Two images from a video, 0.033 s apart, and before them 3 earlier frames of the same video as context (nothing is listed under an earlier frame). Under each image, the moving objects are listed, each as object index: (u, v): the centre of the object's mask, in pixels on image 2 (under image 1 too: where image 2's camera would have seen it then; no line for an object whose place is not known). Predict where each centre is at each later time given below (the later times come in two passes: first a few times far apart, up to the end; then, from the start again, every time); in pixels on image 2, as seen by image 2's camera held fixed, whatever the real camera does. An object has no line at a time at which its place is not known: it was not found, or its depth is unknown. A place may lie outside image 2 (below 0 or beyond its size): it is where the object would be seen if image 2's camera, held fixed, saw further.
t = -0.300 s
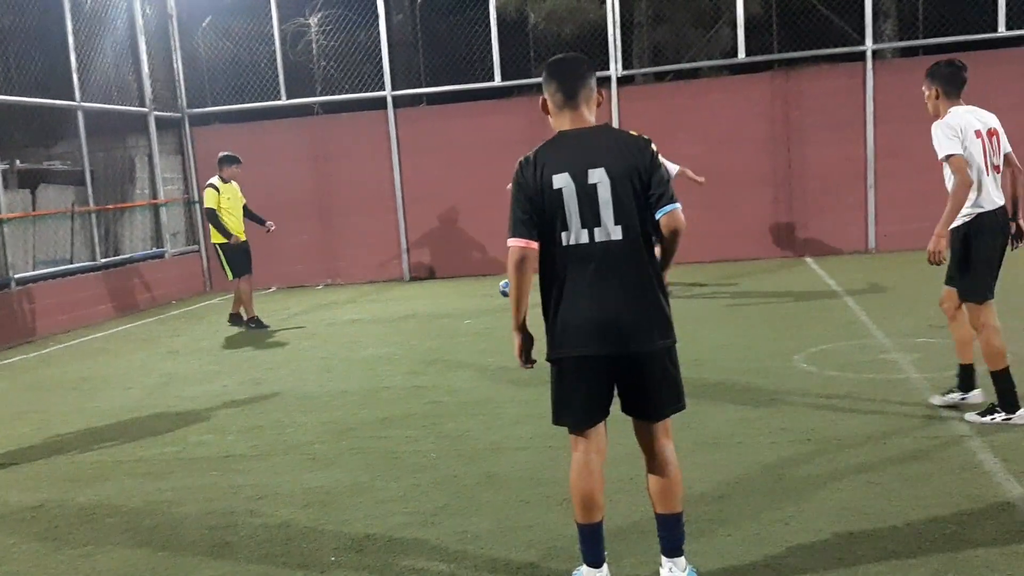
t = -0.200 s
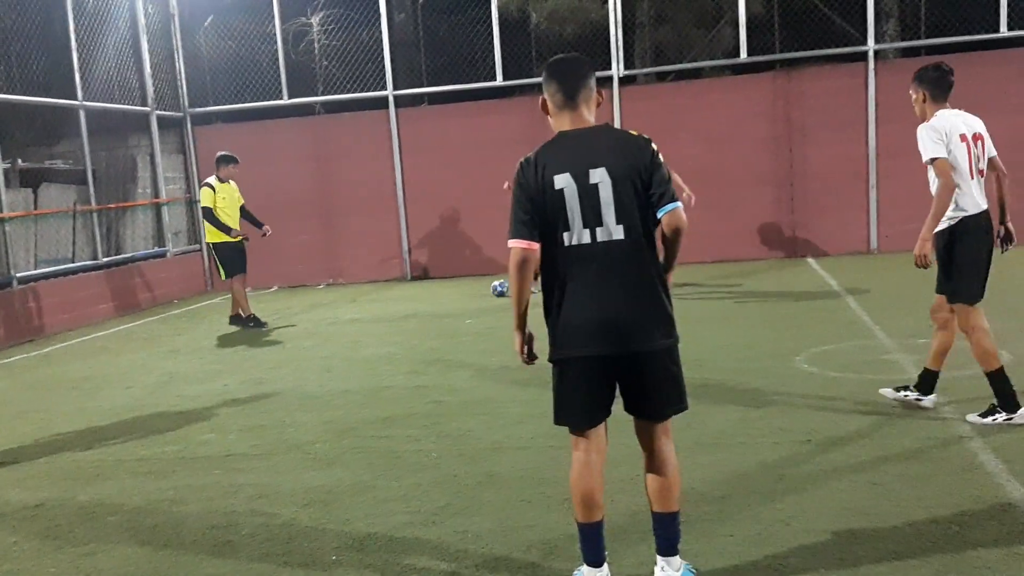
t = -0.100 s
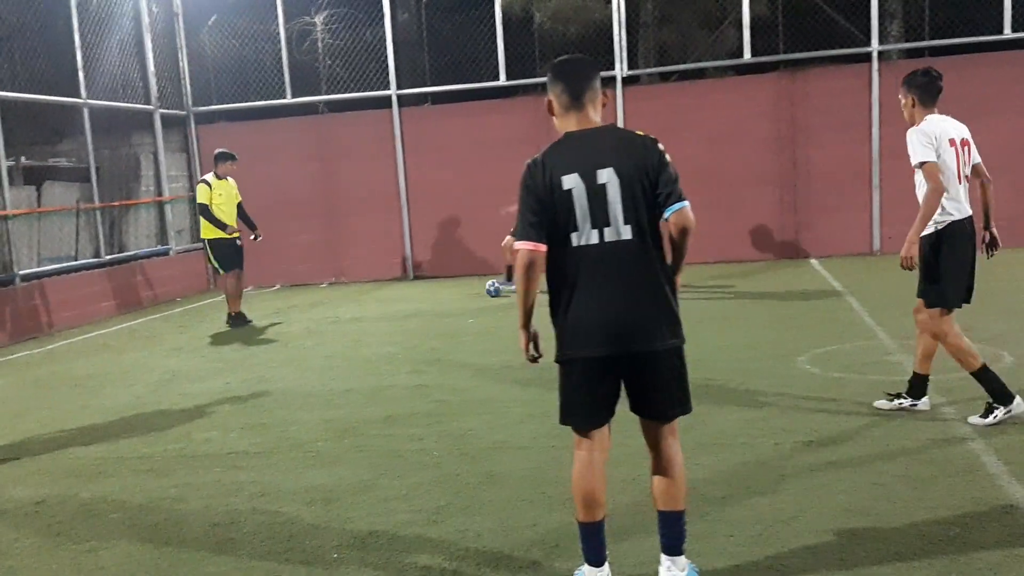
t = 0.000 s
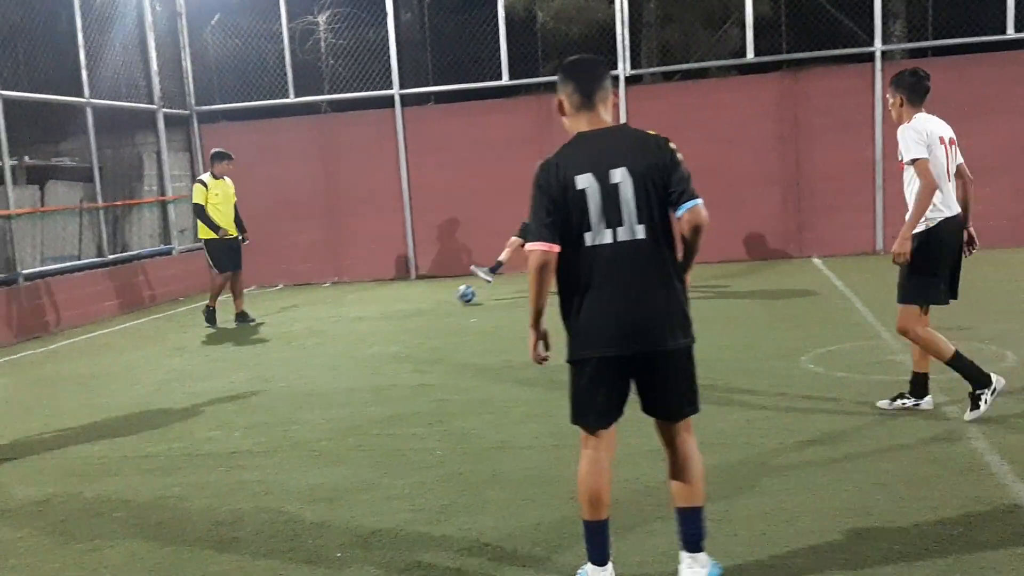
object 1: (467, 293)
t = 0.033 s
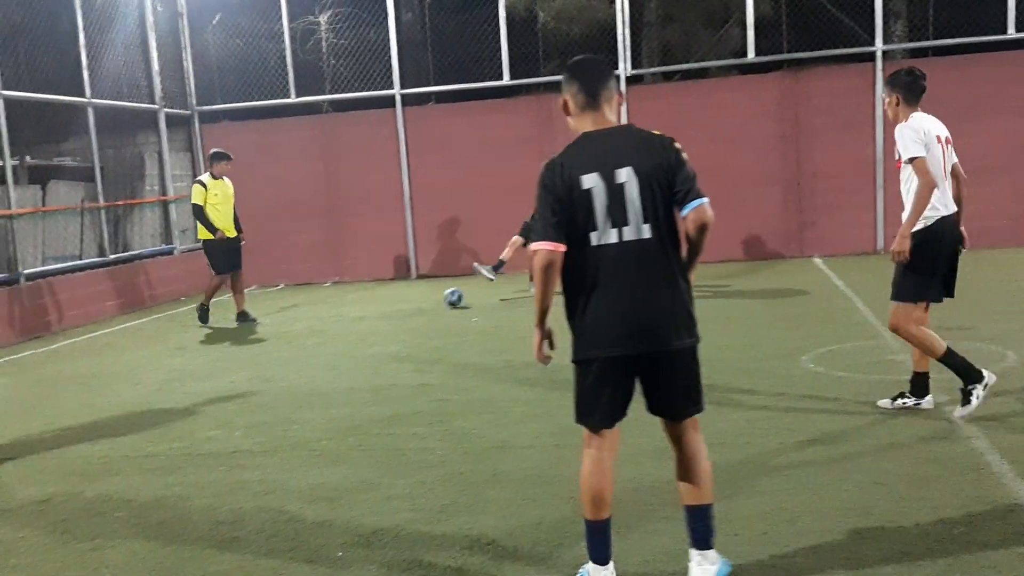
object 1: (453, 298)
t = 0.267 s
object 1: (353, 326)
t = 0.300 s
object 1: (338, 331)
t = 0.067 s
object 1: (439, 302)
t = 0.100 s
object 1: (424, 306)
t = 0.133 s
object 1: (410, 310)
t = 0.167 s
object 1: (395, 314)
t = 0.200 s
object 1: (381, 319)
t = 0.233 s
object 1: (367, 322)
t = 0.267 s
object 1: (353, 326)
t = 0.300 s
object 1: (338, 331)
